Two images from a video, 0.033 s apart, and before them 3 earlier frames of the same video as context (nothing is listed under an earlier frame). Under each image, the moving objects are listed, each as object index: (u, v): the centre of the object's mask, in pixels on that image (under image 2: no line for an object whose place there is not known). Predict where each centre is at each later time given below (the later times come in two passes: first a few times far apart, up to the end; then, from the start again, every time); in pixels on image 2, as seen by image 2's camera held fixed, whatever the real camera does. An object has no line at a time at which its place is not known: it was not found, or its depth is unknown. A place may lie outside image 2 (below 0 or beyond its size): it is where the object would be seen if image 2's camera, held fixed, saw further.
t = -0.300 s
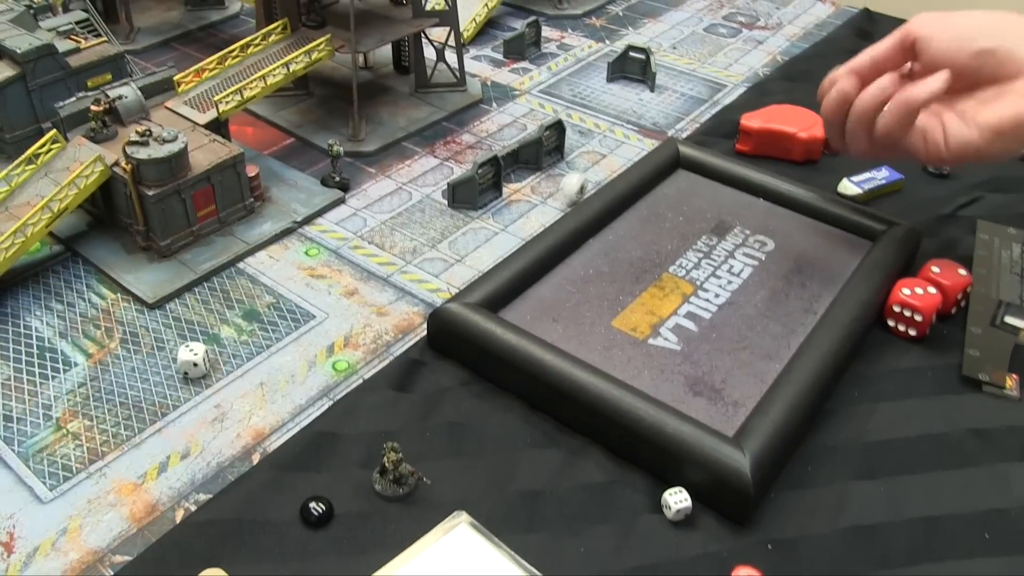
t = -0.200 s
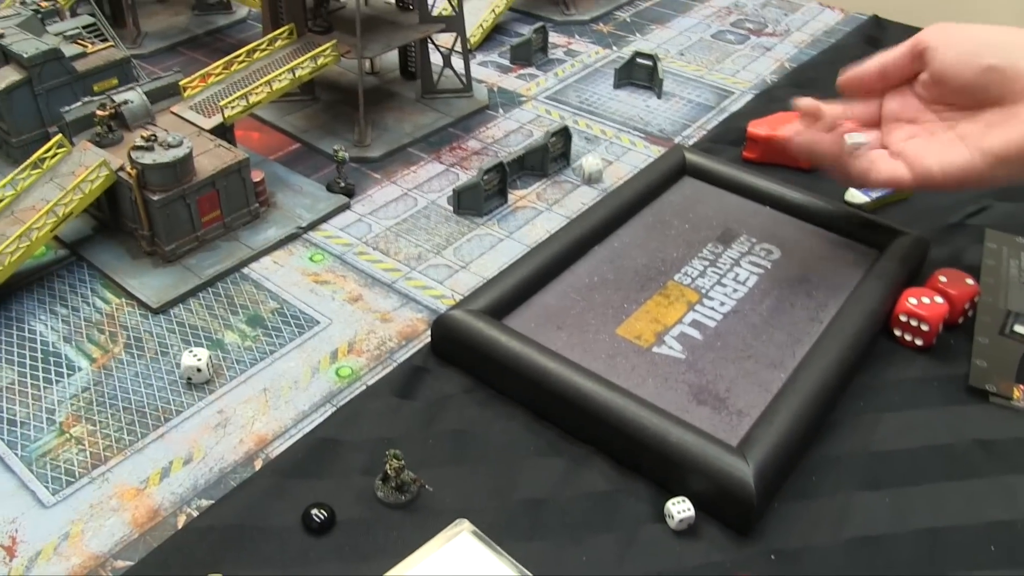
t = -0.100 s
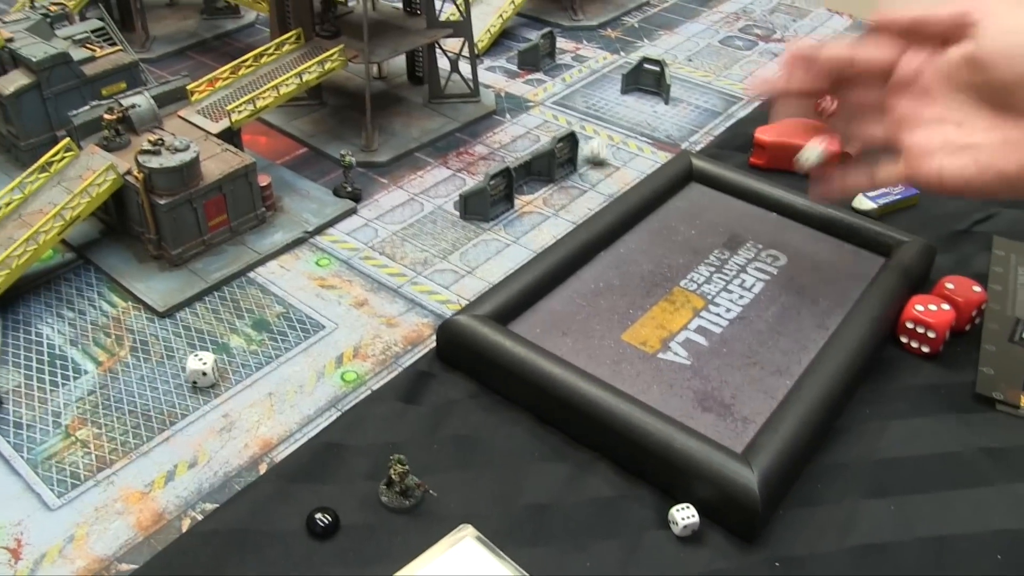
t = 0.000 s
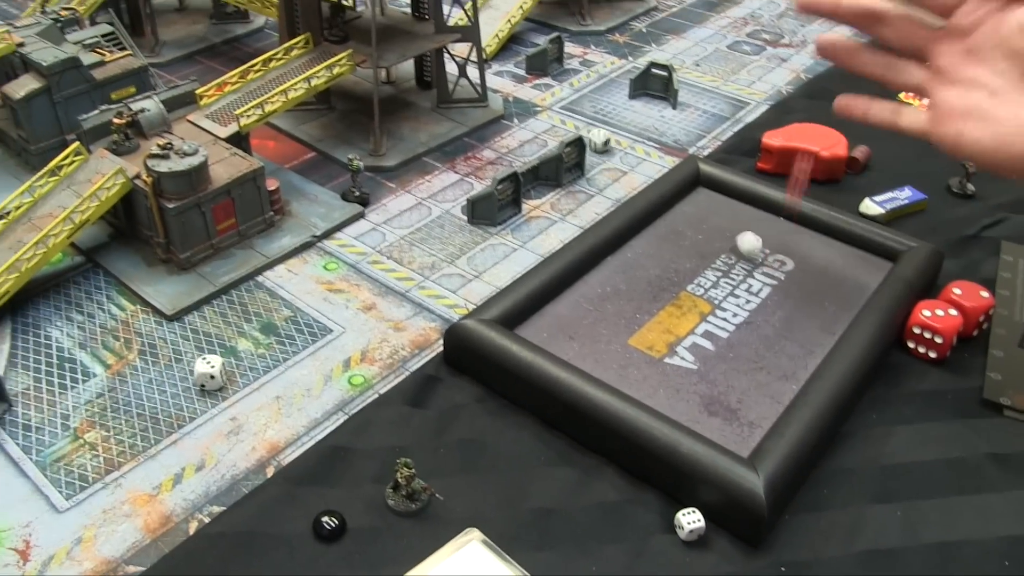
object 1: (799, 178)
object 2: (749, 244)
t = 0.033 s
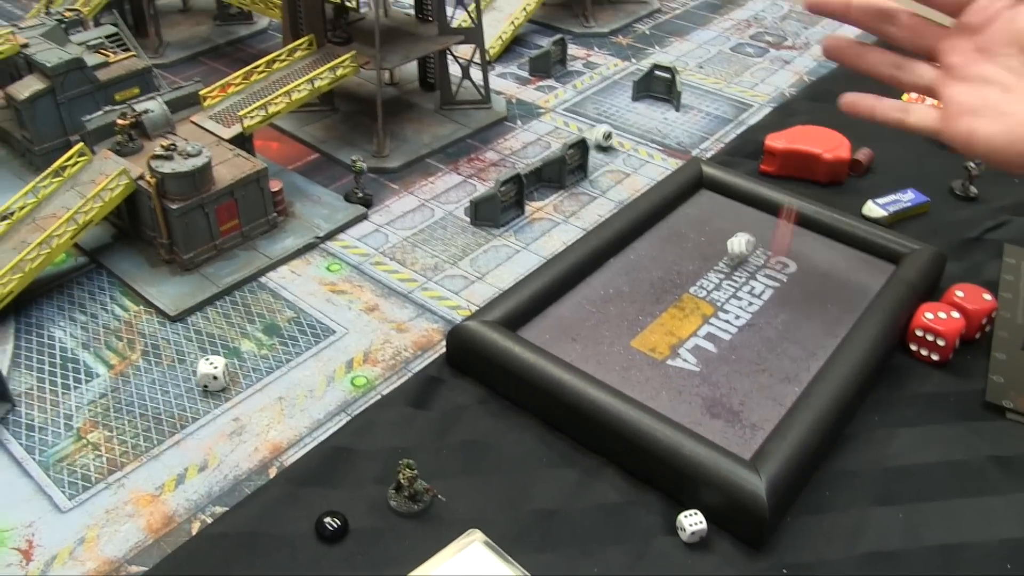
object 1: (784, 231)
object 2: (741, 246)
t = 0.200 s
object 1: (717, 344)
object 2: (697, 250)
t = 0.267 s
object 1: (674, 373)
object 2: (693, 246)
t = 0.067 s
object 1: (764, 282)
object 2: (728, 250)
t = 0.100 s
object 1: (758, 282)
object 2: (716, 247)
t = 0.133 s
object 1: (747, 294)
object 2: (706, 253)
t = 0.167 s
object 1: (733, 329)
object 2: (700, 251)
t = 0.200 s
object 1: (717, 344)
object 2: (697, 250)
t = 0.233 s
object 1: (697, 359)
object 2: (694, 248)
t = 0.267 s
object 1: (674, 373)
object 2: (693, 246)
